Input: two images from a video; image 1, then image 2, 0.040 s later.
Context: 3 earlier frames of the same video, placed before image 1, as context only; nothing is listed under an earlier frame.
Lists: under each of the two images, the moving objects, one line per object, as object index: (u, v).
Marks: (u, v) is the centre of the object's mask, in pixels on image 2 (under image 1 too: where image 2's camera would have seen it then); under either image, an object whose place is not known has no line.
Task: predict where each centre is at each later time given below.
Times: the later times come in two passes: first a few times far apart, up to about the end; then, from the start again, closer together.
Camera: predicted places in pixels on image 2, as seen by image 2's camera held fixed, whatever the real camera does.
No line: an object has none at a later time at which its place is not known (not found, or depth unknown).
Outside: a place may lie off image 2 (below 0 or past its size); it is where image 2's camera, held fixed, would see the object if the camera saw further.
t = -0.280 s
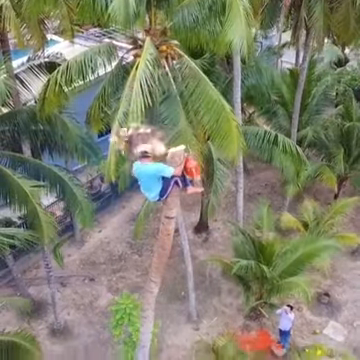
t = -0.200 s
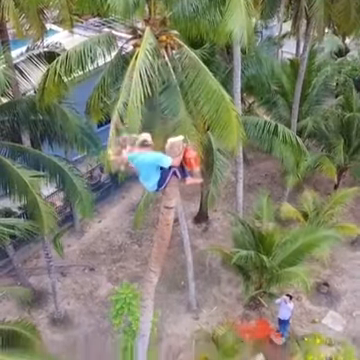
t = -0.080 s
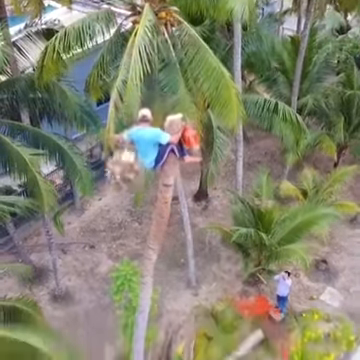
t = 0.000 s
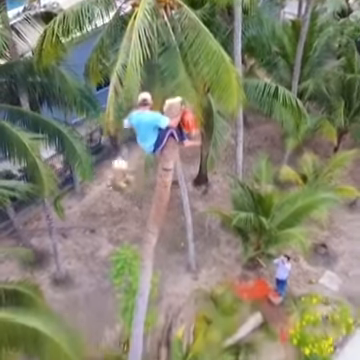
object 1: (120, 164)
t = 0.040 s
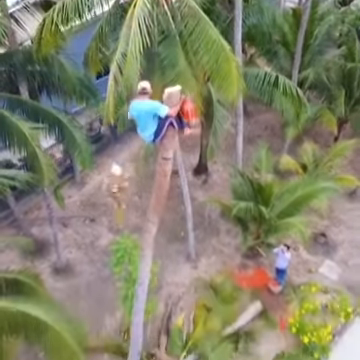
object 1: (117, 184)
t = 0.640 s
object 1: (111, 388)
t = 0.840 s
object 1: (107, 397)
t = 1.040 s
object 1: (102, 420)
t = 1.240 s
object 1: (99, 426)
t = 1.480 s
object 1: (99, 427)
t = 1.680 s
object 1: (104, 426)
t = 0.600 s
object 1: (113, 384)
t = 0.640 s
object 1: (111, 388)
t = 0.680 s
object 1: (109, 389)
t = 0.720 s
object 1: (109, 390)
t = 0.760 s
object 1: (109, 392)
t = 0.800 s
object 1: (107, 393)
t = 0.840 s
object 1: (107, 397)
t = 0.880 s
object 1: (107, 398)
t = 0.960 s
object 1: (105, 407)
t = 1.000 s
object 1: (106, 411)
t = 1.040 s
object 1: (102, 420)
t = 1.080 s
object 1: (103, 419)
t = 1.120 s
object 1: (102, 423)
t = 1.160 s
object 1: (99, 425)
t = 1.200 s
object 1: (97, 427)
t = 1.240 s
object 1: (99, 426)
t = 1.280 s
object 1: (100, 426)
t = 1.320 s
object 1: (100, 425)
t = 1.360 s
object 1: (100, 427)
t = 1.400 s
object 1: (100, 427)
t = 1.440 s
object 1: (99, 428)
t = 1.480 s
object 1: (99, 427)
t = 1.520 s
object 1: (99, 427)
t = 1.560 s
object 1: (99, 426)
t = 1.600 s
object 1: (100, 426)
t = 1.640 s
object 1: (102, 425)
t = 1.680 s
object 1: (104, 426)
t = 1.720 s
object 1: (106, 425)
